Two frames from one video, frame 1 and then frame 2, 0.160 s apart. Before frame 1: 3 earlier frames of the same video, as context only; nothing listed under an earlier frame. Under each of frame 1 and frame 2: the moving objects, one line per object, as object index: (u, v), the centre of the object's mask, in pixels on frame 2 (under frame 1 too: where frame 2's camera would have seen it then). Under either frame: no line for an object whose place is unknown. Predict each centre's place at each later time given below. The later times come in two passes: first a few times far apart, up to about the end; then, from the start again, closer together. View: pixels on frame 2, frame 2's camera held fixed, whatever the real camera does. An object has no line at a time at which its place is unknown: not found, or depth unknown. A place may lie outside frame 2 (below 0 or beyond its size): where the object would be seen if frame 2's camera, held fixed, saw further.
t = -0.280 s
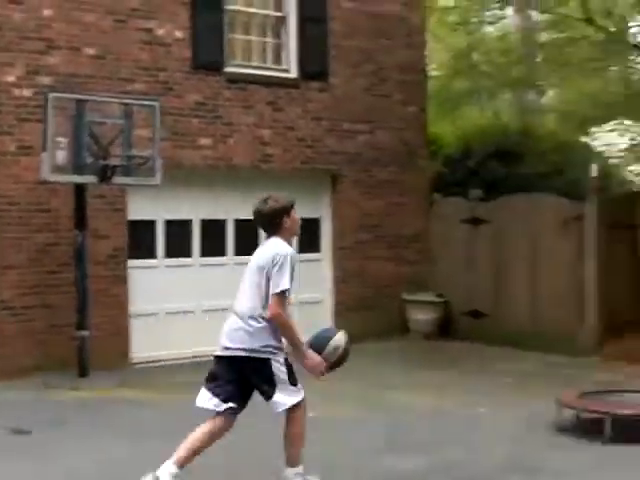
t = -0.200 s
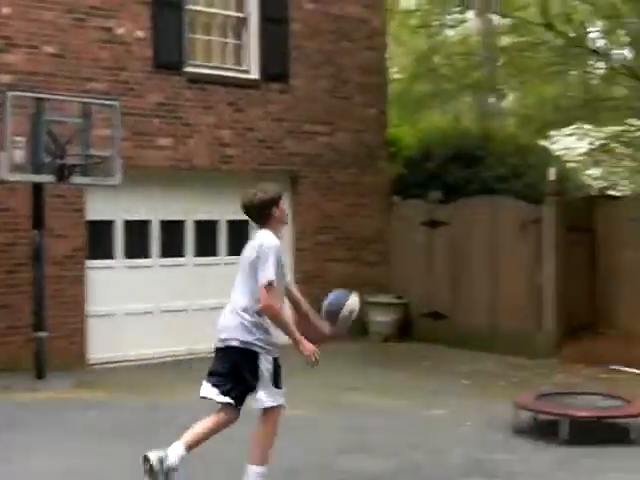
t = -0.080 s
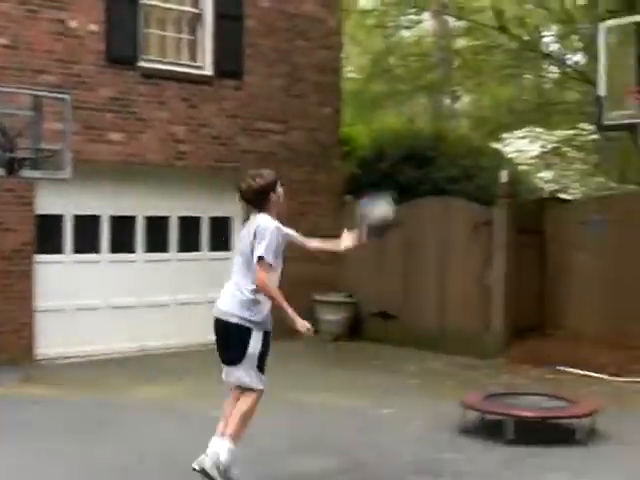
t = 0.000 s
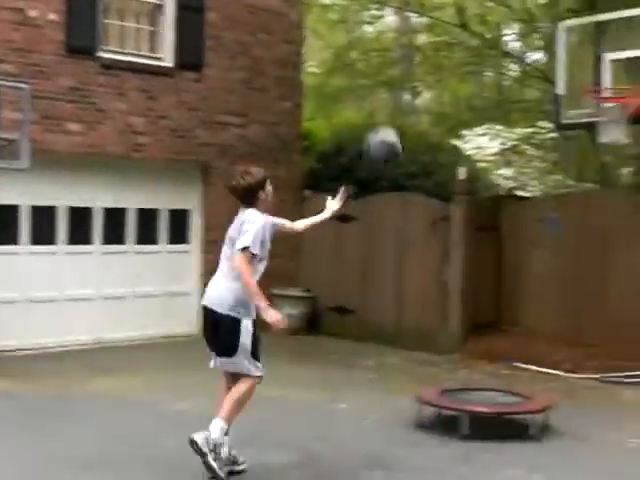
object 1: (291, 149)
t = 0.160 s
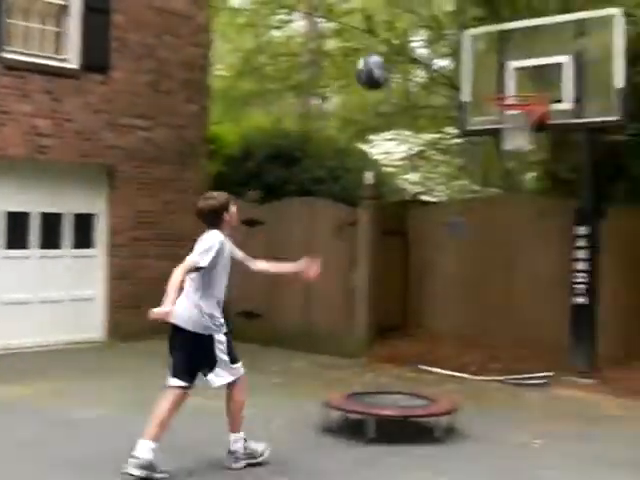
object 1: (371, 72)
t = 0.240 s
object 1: (409, 51)
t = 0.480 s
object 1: (497, 42)
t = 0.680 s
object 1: (508, 51)
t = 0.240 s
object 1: (409, 51)
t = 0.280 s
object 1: (424, 43)
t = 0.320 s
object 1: (440, 40)
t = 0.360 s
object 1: (456, 39)
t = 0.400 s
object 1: (470, 36)
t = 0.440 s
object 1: (483, 37)
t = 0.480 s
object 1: (497, 42)
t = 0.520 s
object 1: (508, 45)
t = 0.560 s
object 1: (520, 50)
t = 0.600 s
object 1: (523, 55)
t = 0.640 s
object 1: (514, 52)
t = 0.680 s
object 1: (508, 51)
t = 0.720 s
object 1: (501, 52)
